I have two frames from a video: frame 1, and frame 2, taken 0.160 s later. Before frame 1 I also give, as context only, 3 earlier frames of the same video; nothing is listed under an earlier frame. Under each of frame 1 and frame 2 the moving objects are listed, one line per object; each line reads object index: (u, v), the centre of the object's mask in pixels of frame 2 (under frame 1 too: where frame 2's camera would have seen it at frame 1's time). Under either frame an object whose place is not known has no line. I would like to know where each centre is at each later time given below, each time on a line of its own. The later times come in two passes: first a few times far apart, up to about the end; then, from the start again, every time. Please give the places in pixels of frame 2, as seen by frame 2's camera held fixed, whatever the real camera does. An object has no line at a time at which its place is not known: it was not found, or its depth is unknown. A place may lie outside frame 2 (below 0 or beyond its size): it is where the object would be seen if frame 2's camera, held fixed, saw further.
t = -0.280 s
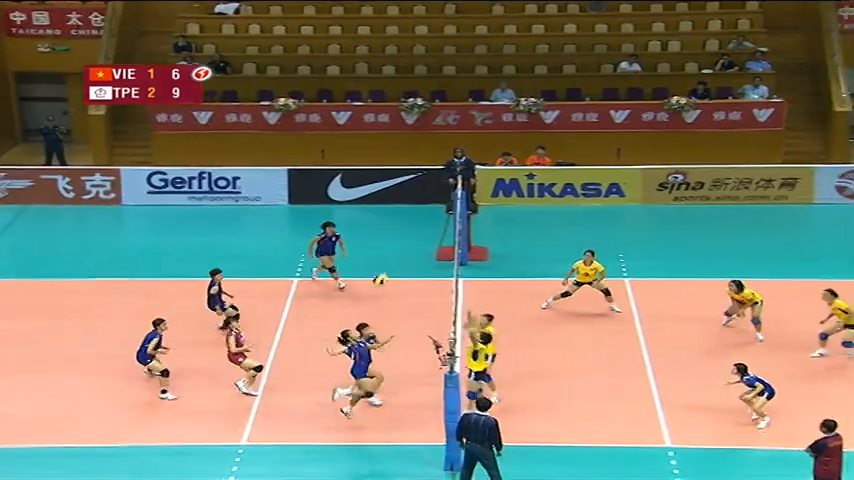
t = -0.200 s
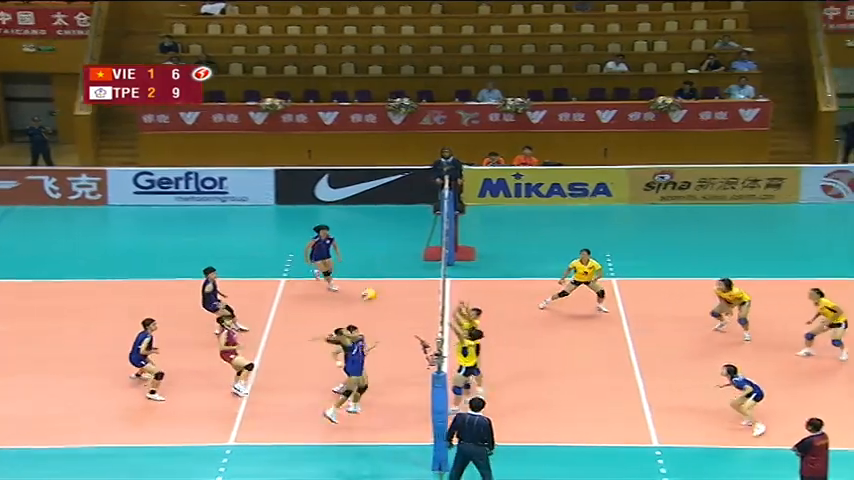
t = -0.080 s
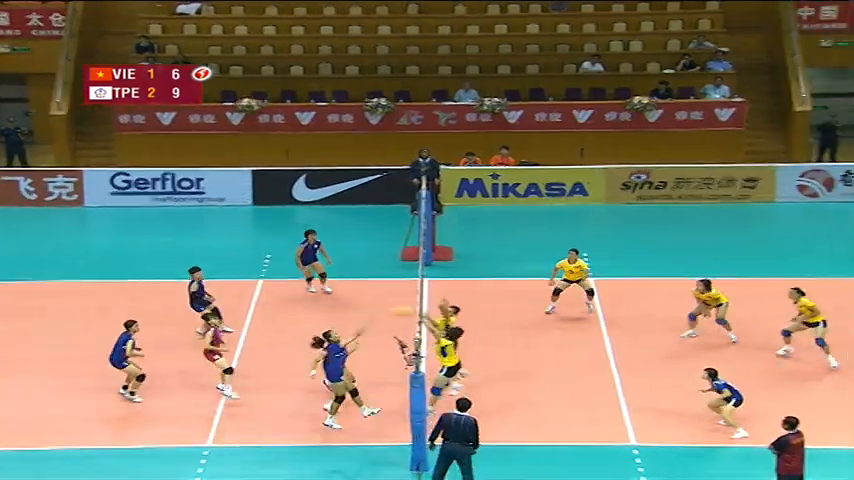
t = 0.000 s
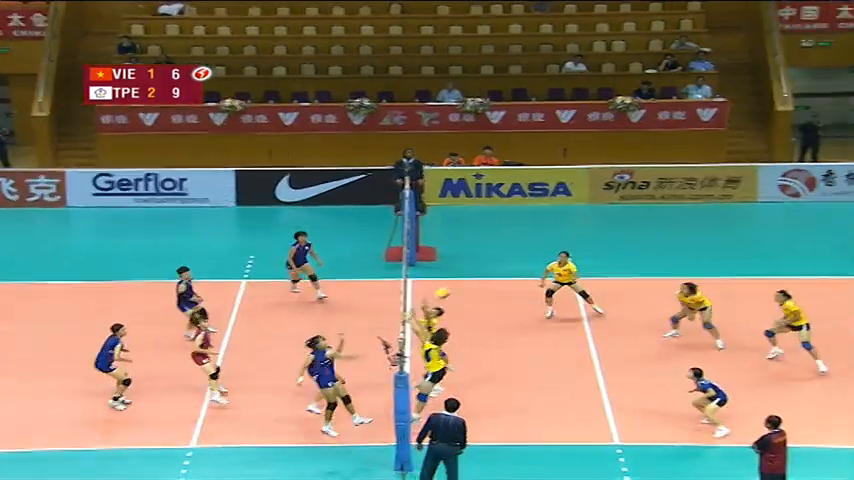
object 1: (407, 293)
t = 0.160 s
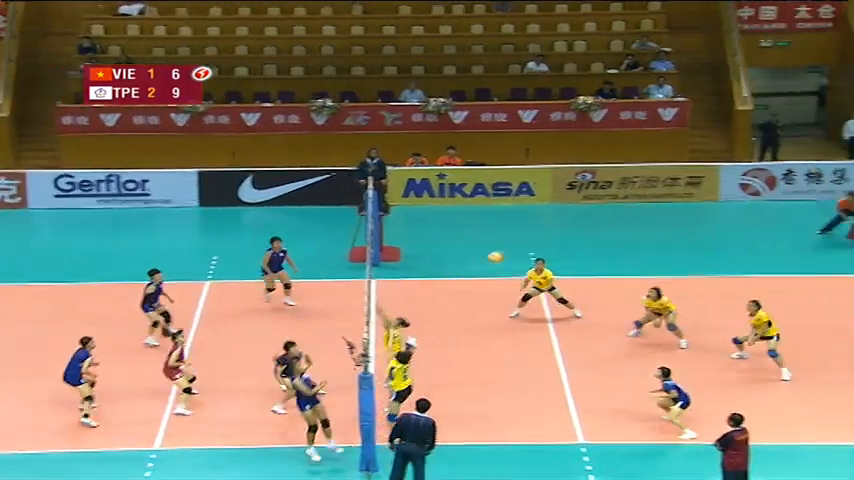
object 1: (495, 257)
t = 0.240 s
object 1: (540, 244)
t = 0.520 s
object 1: (691, 226)
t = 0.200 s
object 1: (517, 250)
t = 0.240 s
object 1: (540, 244)
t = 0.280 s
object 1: (562, 238)
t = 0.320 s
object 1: (583, 234)
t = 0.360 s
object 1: (605, 231)
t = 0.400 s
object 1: (627, 228)
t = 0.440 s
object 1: (648, 227)
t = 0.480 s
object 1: (670, 226)
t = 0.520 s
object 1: (691, 226)
